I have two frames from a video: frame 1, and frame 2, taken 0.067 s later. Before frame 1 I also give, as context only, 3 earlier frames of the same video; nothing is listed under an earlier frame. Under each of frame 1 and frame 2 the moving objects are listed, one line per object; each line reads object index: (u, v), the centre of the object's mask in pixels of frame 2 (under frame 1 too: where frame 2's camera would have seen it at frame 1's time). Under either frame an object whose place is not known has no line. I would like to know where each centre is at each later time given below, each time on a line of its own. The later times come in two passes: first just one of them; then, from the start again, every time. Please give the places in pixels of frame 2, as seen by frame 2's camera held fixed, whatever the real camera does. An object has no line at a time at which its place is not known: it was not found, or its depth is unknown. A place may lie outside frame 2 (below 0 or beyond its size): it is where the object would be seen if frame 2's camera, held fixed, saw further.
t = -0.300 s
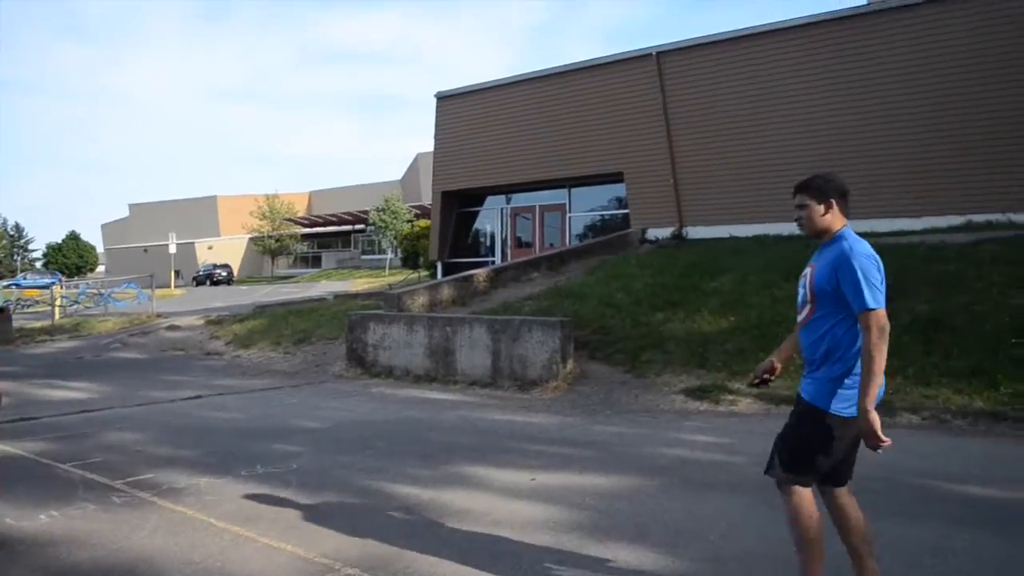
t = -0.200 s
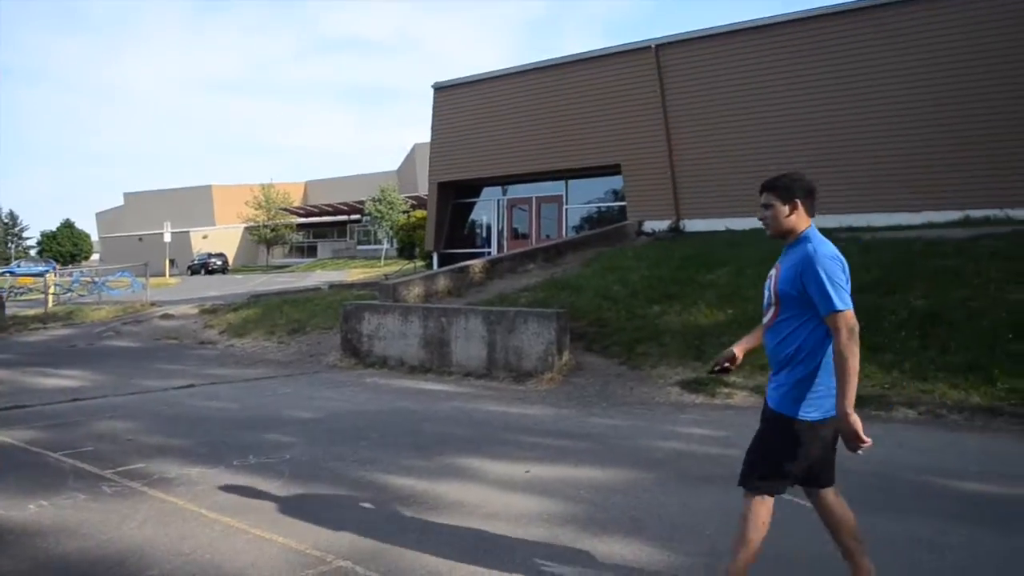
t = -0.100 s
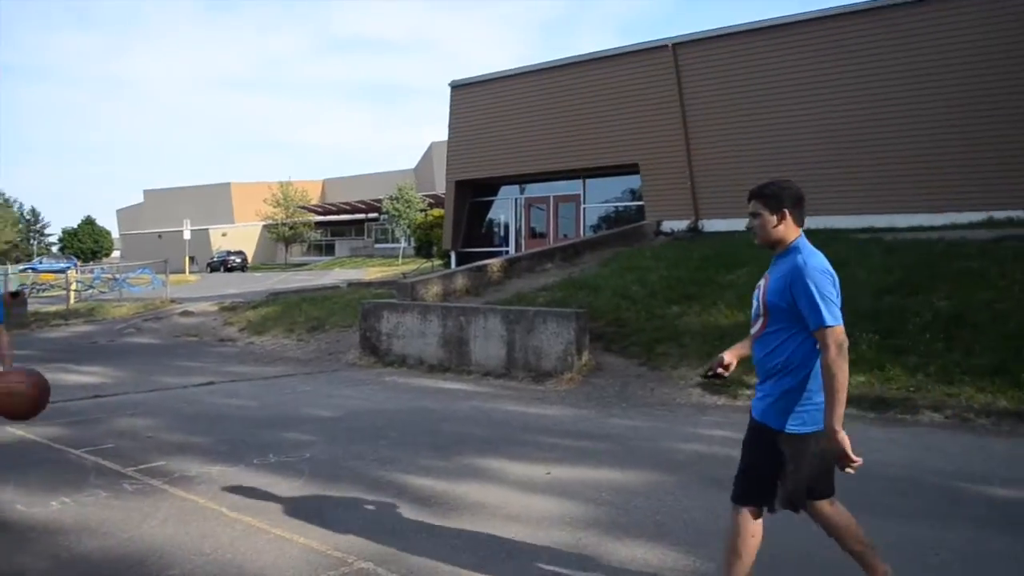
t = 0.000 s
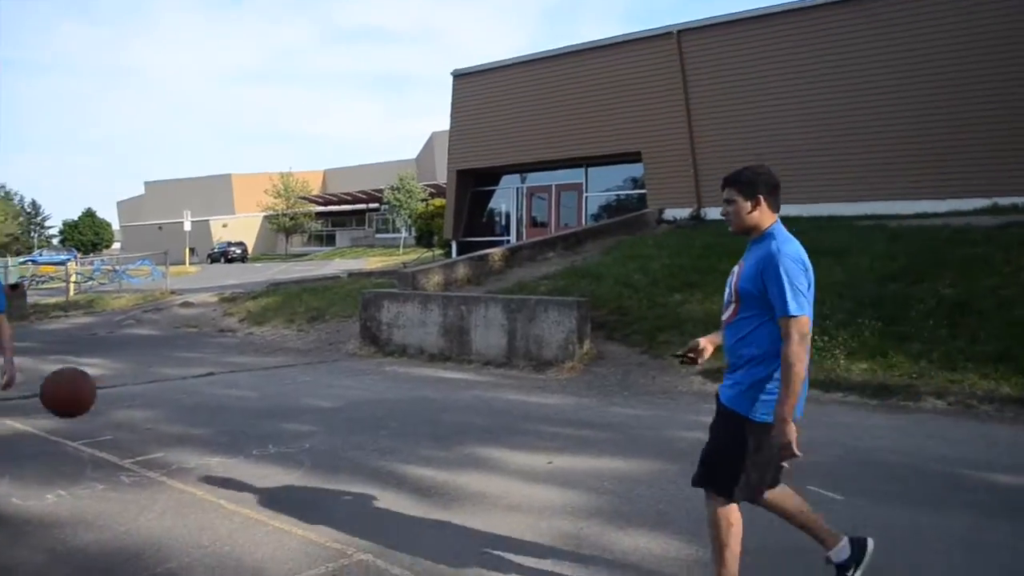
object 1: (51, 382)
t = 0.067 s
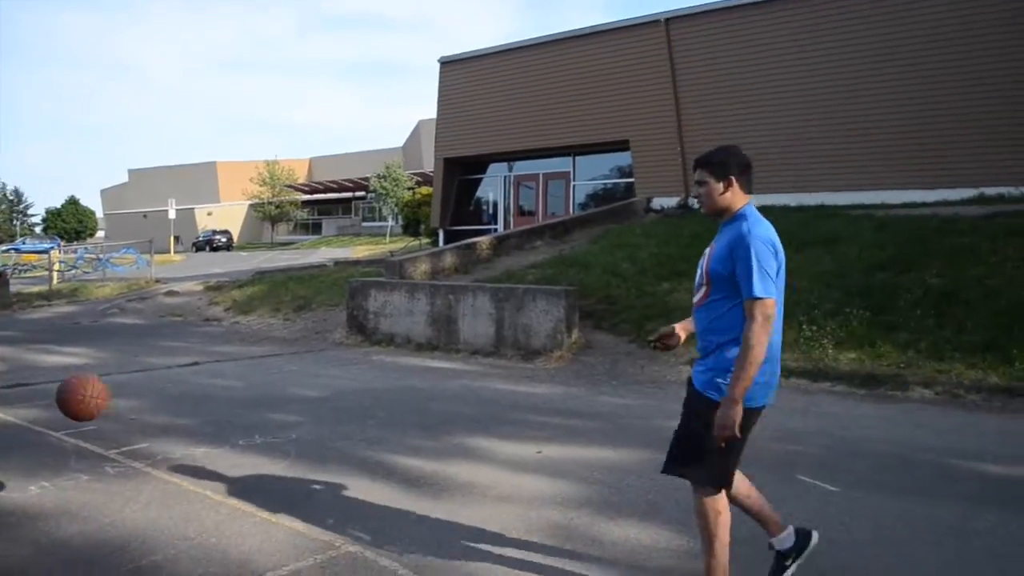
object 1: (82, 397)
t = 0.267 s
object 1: (163, 477)
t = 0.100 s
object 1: (97, 407)
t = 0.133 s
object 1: (112, 419)
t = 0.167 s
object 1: (126, 433)
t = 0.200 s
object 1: (139, 446)
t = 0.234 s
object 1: (151, 462)
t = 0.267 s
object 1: (163, 477)
